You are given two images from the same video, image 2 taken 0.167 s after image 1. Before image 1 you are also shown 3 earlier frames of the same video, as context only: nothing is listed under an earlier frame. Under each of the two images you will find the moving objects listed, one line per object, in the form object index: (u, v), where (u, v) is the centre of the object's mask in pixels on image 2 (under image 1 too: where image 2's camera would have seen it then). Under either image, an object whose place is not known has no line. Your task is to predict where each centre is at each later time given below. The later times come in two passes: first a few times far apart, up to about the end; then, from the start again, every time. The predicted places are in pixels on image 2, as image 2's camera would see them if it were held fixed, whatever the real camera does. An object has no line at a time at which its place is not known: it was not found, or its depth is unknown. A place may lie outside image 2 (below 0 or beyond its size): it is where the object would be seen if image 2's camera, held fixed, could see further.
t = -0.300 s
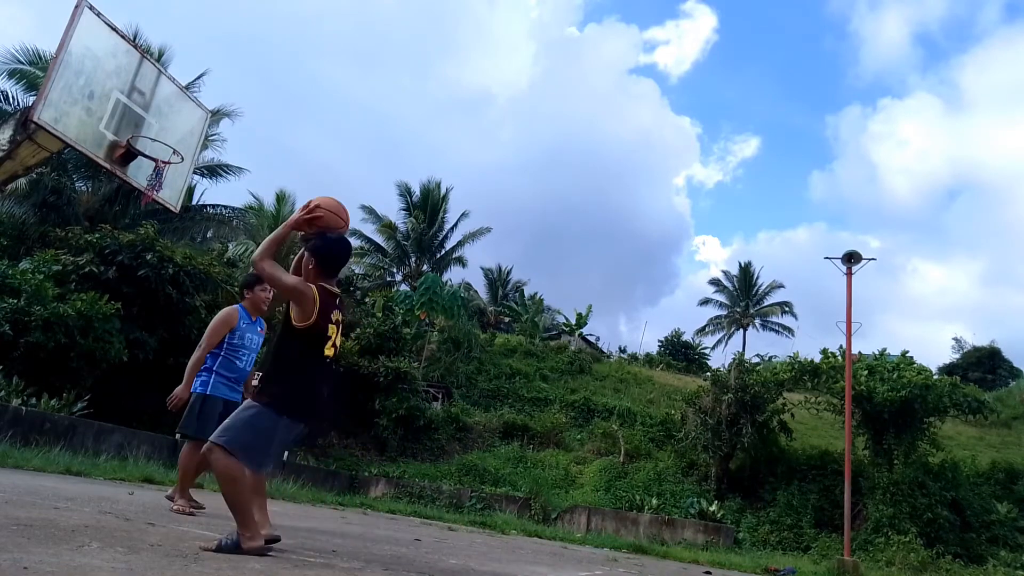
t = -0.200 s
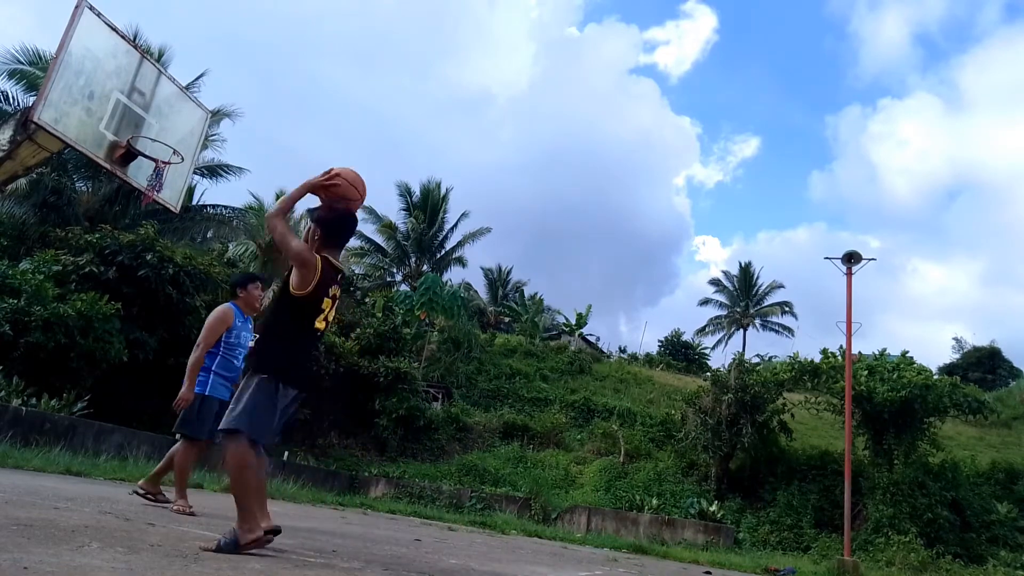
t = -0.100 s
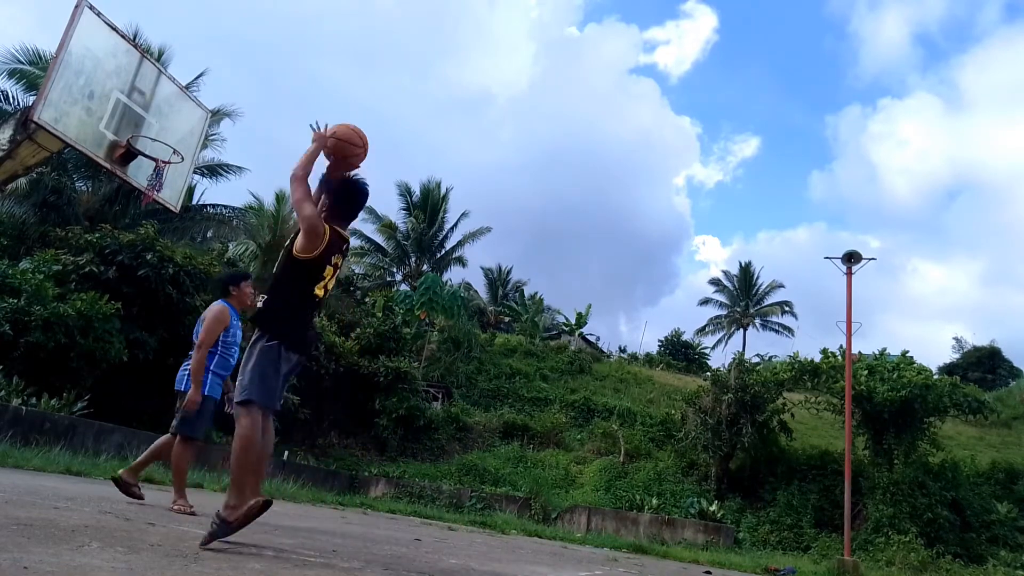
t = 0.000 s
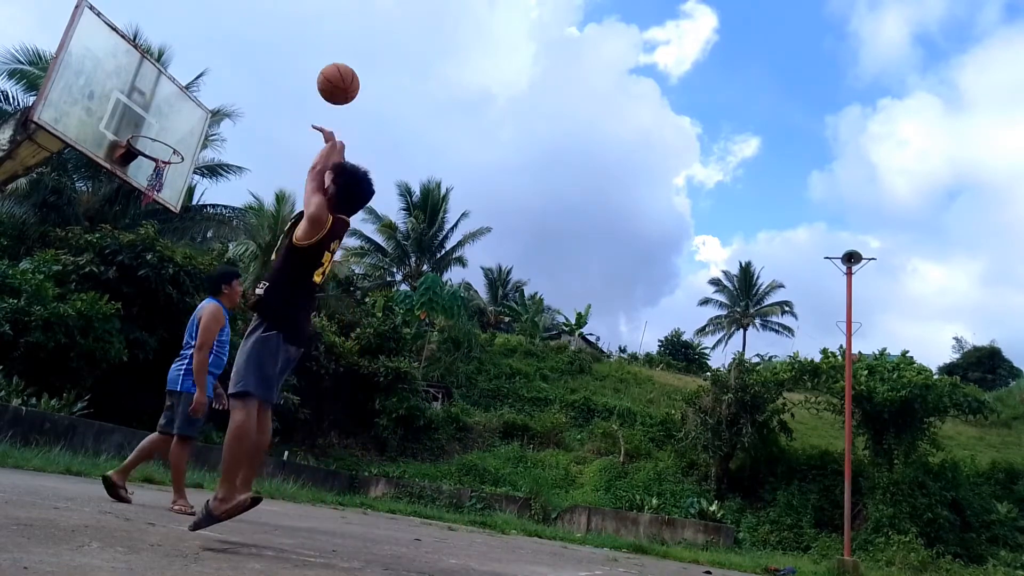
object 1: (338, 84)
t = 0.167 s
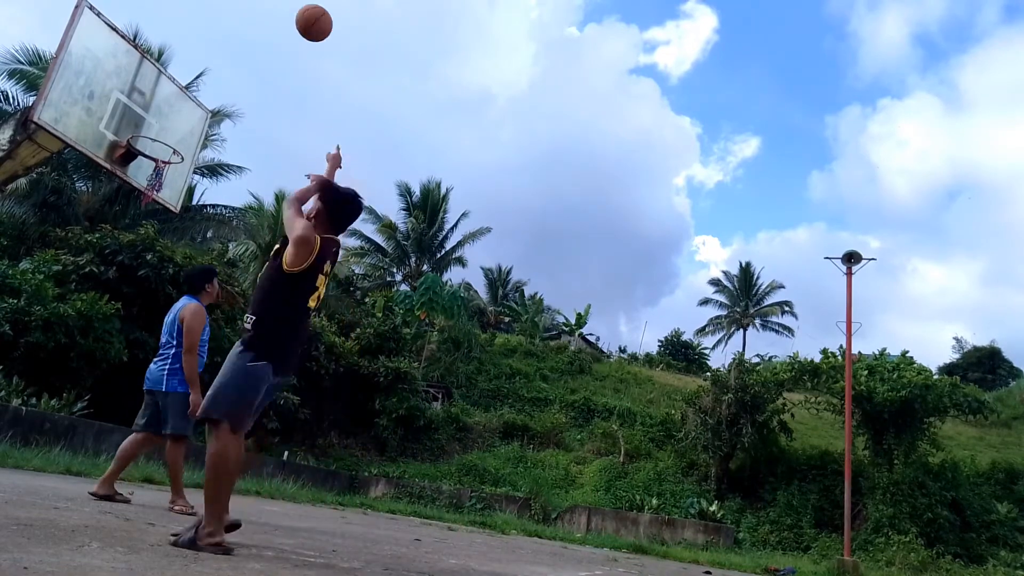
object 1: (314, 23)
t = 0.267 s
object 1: (298, 12)
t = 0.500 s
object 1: (258, 20)
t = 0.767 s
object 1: (203, 93)
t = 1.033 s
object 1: (210, 131)
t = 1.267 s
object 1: (253, 156)
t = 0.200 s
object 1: (309, 17)
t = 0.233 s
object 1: (303, 14)
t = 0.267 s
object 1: (298, 12)
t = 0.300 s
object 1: (293, 11)
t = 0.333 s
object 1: (287, 10)
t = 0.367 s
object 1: (281, 10)
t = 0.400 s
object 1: (275, 11)
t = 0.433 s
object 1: (270, 13)
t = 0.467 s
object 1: (264, 15)
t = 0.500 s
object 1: (258, 20)
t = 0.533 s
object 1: (251, 26)
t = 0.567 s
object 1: (245, 33)
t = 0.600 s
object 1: (238, 40)
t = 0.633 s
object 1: (231, 49)
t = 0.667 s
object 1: (224, 59)
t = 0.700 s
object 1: (218, 69)
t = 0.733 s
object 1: (210, 81)
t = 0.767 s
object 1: (203, 93)
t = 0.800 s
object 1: (195, 106)
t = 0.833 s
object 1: (187, 119)
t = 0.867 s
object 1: (179, 134)
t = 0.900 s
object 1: (180, 139)
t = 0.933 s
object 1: (188, 136)
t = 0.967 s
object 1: (195, 133)
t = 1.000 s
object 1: (203, 132)
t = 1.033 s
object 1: (210, 131)
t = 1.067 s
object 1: (217, 131)
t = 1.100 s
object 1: (223, 132)
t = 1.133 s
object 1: (230, 135)
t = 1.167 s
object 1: (236, 138)
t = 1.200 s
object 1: (242, 143)
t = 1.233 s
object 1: (248, 149)
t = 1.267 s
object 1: (253, 156)
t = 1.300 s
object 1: (258, 165)
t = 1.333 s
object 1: (263, 174)
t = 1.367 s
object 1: (267, 185)
